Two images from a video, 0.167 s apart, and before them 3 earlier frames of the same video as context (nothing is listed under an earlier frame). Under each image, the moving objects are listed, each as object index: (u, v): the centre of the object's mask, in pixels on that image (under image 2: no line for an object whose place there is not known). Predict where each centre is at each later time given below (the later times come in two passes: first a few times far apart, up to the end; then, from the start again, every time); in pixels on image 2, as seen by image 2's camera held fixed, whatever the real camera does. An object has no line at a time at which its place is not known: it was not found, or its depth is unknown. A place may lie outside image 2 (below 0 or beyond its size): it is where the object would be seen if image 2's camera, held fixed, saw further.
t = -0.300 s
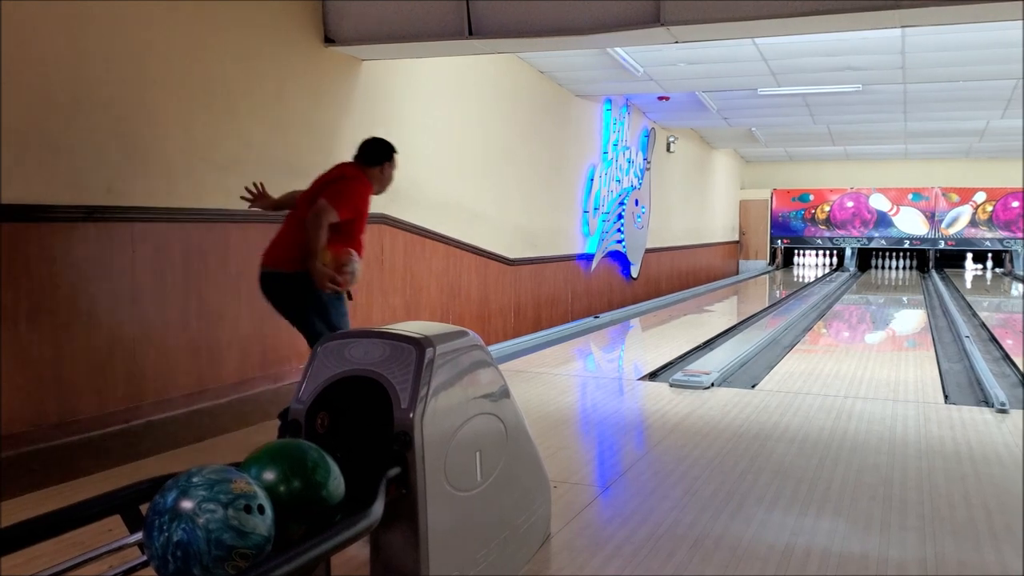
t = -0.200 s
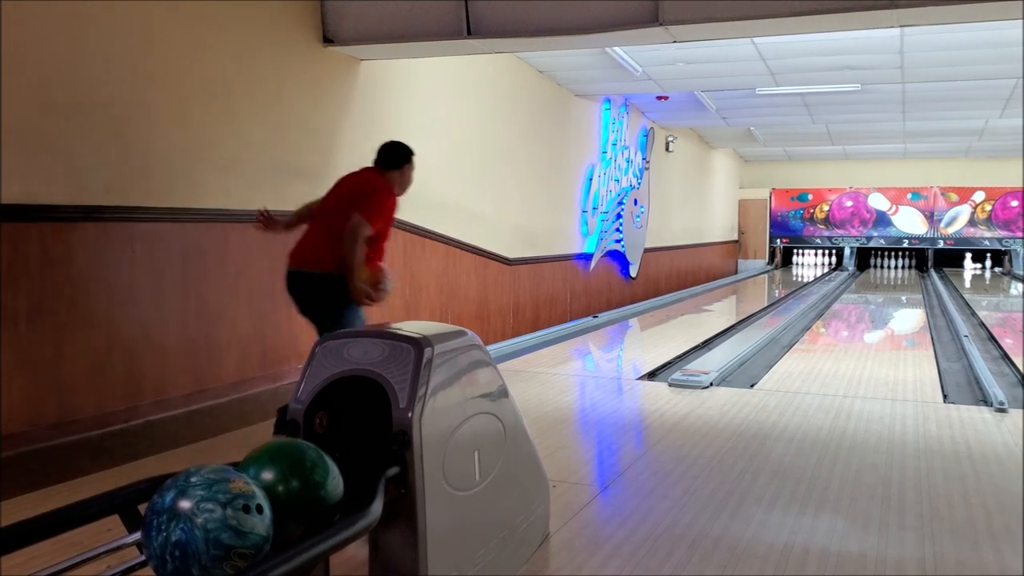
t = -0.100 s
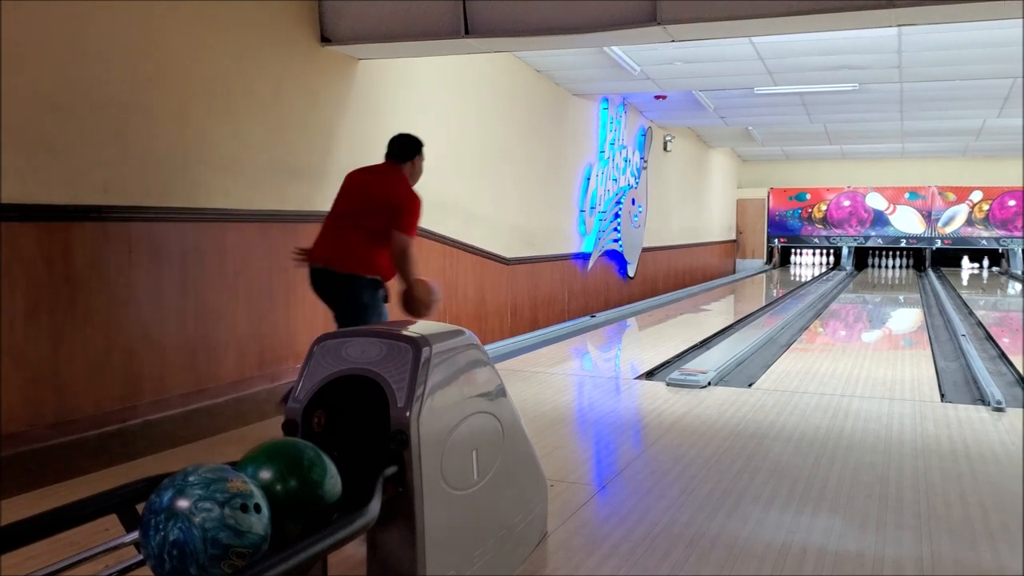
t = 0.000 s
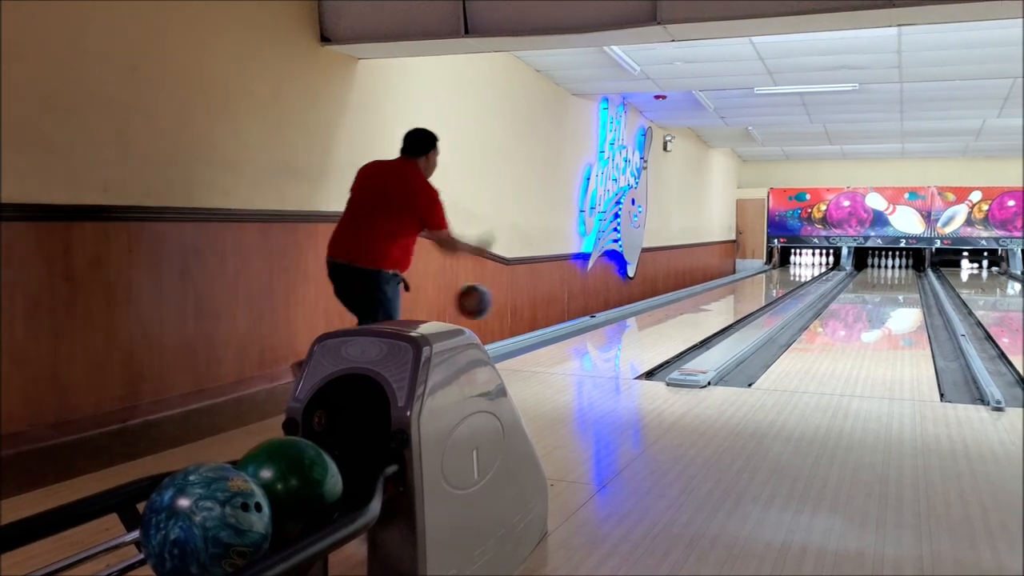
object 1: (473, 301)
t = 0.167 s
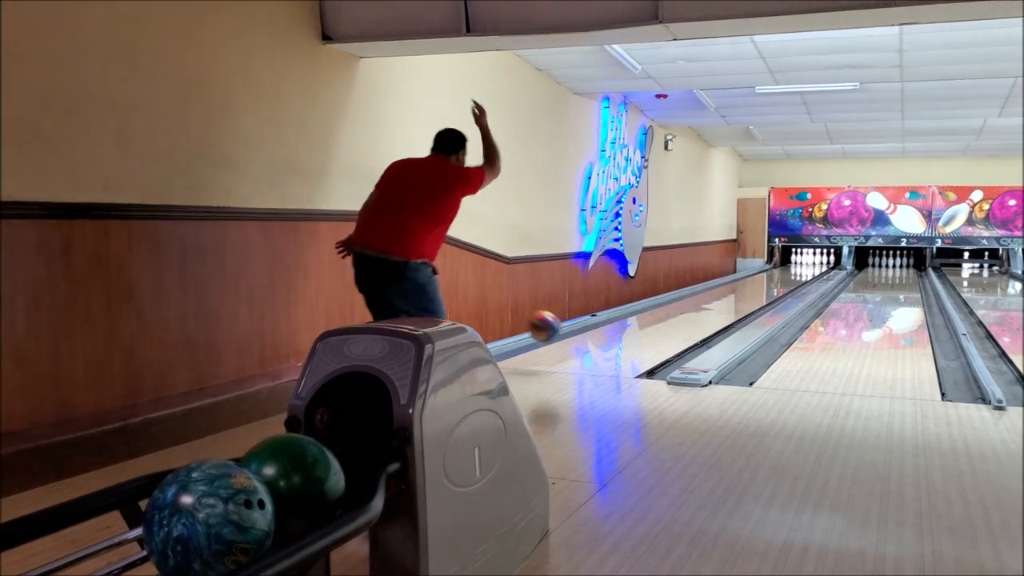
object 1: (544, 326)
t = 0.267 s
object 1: (578, 345)
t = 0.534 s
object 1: (647, 326)
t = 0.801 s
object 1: (695, 313)
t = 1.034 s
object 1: (727, 303)
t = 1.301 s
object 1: (755, 294)
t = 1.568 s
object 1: (775, 288)
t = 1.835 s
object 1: (789, 283)
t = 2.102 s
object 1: (800, 277)
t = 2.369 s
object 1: (811, 275)
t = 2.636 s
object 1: (817, 272)
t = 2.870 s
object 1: (820, 270)
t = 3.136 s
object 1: (825, 267)
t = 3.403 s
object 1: (828, 266)
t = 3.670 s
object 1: (831, 264)
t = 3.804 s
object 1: (831, 263)
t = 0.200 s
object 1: (555, 337)
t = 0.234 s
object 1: (567, 347)
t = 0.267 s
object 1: (578, 345)
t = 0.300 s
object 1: (588, 339)
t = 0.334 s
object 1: (597, 335)
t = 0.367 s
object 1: (606, 333)
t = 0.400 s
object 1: (616, 333)
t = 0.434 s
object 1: (624, 333)
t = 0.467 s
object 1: (632, 331)
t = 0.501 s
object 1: (639, 329)
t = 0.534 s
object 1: (647, 326)
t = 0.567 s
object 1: (653, 325)
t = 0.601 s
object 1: (660, 324)
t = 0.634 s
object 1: (666, 321)
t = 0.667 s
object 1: (673, 320)
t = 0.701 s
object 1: (679, 317)
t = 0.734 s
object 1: (684, 315)
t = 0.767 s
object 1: (689, 314)
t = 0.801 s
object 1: (695, 313)
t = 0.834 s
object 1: (700, 311)
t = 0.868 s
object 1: (705, 310)
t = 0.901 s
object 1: (710, 308)
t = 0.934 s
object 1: (714, 306)
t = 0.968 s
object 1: (719, 305)
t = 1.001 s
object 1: (723, 304)
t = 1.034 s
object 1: (727, 303)
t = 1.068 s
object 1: (731, 302)
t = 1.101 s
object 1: (734, 301)
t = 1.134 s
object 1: (738, 299)
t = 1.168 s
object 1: (742, 299)
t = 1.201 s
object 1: (745, 298)
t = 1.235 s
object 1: (749, 297)
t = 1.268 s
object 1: (752, 295)
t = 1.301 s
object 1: (755, 294)
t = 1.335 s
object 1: (757, 294)
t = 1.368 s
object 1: (761, 293)
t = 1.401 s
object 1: (763, 292)
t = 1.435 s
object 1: (767, 291)
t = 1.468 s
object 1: (769, 290)
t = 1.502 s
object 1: (772, 288)
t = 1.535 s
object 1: (774, 289)
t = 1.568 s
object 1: (775, 288)
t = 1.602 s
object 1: (778, 288)
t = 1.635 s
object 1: (781, 287)
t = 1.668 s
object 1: (782, 286)
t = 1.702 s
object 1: (784, 285)
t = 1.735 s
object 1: (784, 286)
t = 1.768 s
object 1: (786, 284)
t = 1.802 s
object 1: (788, 284)
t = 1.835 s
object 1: (789, 283)
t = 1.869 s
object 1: (792, 281)
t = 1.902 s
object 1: (792, 280)
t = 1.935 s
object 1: (794, 281)
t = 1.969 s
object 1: (795, 280)
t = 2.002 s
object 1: (796, 279)
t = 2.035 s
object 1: (796, 278)
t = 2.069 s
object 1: (798, 278)
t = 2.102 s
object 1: (800, 277)
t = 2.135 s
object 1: (801, 278)
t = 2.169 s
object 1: (803, 277)
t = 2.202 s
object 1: (804, 278)
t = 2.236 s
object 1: (806, 278)
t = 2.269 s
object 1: (808, 277)
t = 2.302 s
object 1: (809, 276)
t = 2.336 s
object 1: (810, 275)
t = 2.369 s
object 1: (811, 275)
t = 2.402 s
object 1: (812, 275)
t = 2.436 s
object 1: (812, 275)
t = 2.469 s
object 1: (812, 275)
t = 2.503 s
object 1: (812, 274)
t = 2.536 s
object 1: (812, 274)
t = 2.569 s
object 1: (813, 274)
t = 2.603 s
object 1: (816, 272)
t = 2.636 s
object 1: (817, 272)
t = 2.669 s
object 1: (818, 271)
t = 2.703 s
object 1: (818, 271)
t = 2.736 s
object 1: (818, 271)
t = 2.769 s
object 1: (818, 271)
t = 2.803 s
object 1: (820, 270)
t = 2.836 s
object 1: (820, 270)
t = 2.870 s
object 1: (820, 270)
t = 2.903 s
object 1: (821, 269)
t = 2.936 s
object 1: (821, 269)
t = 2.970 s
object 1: (822, 269)
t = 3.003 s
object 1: (823, 268)
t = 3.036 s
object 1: (823, 268)
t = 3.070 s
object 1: (824, 268)
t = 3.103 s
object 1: (823, 268)
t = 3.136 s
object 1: (825, 267)
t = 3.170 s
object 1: (825, 267)
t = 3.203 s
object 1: (826, 267)
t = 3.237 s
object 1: (827, 266)
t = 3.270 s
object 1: (827, 266)
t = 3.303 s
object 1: (827, 266)
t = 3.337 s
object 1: (827, 266)
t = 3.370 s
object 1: (828, 266)
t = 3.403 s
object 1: (828, 266)
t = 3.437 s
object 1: (829, 265)
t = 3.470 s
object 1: (829, 265)
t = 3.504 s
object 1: (829, 264)
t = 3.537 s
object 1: (829, 265)
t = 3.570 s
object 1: (829, 264)
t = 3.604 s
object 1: (829, 264)
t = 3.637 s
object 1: (830, 264)
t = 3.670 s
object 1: (831, 264)
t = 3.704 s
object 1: (831, 264)
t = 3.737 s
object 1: (831, 264)
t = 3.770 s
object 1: (831, 264)
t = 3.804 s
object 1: (831, 263)
